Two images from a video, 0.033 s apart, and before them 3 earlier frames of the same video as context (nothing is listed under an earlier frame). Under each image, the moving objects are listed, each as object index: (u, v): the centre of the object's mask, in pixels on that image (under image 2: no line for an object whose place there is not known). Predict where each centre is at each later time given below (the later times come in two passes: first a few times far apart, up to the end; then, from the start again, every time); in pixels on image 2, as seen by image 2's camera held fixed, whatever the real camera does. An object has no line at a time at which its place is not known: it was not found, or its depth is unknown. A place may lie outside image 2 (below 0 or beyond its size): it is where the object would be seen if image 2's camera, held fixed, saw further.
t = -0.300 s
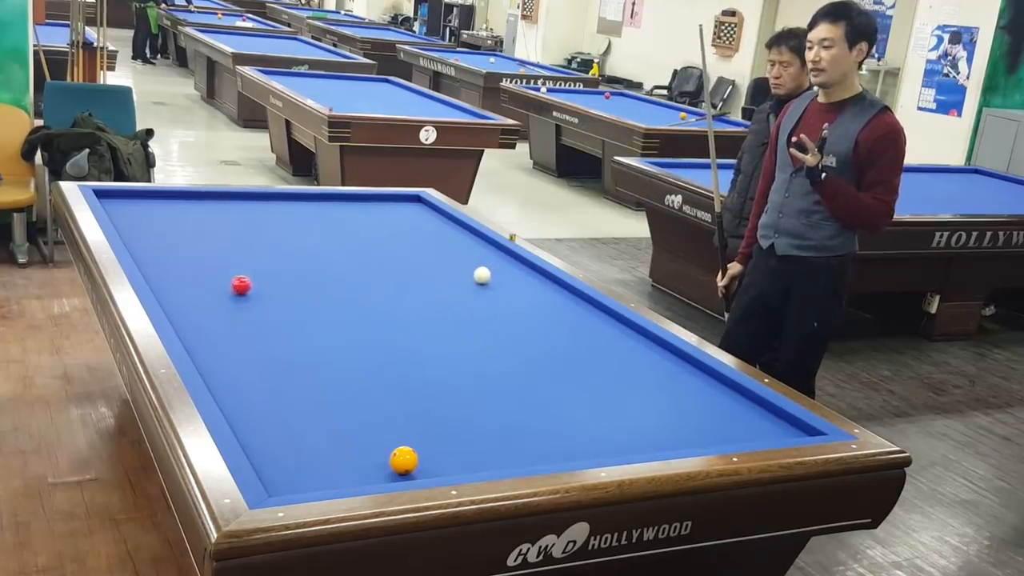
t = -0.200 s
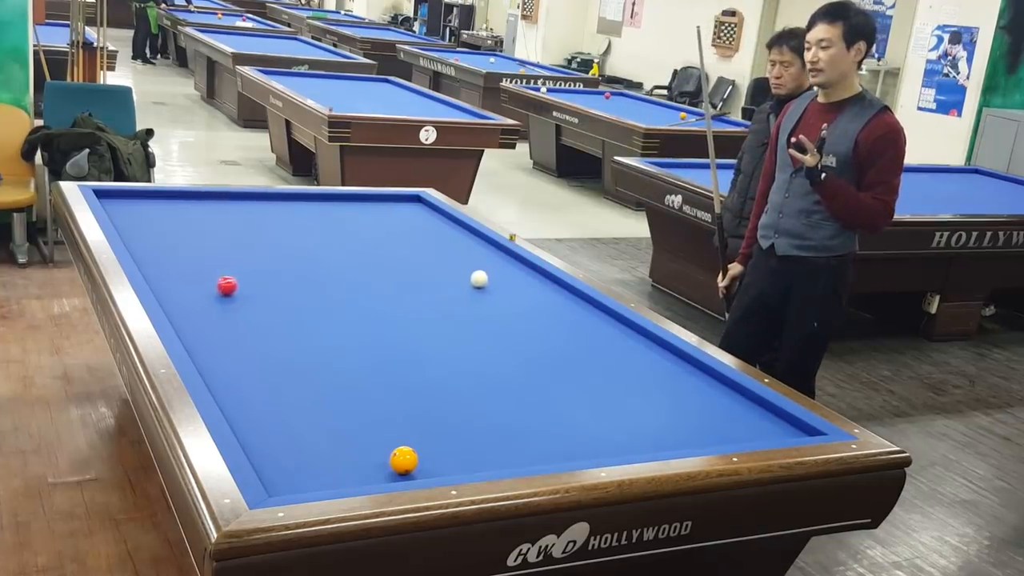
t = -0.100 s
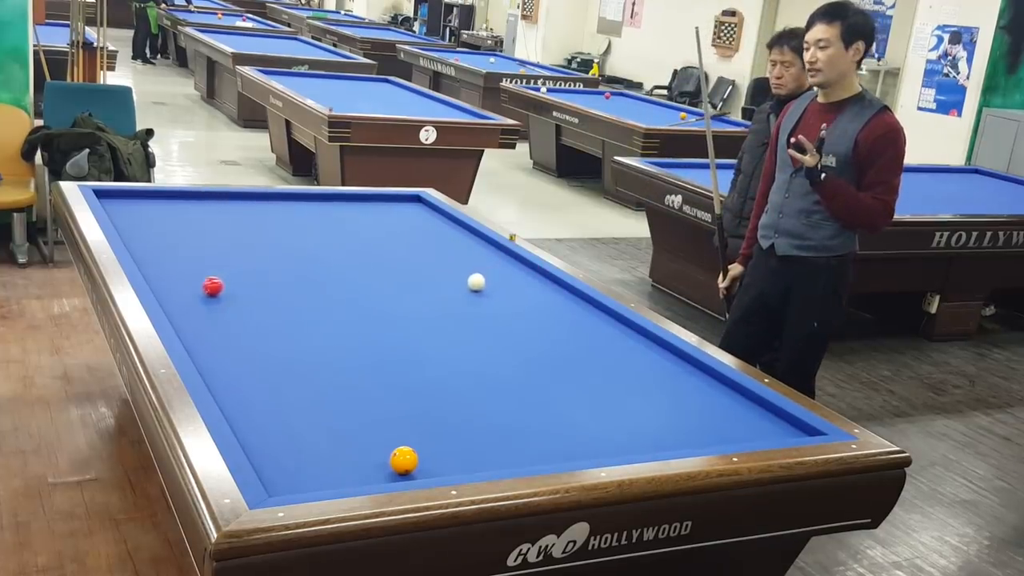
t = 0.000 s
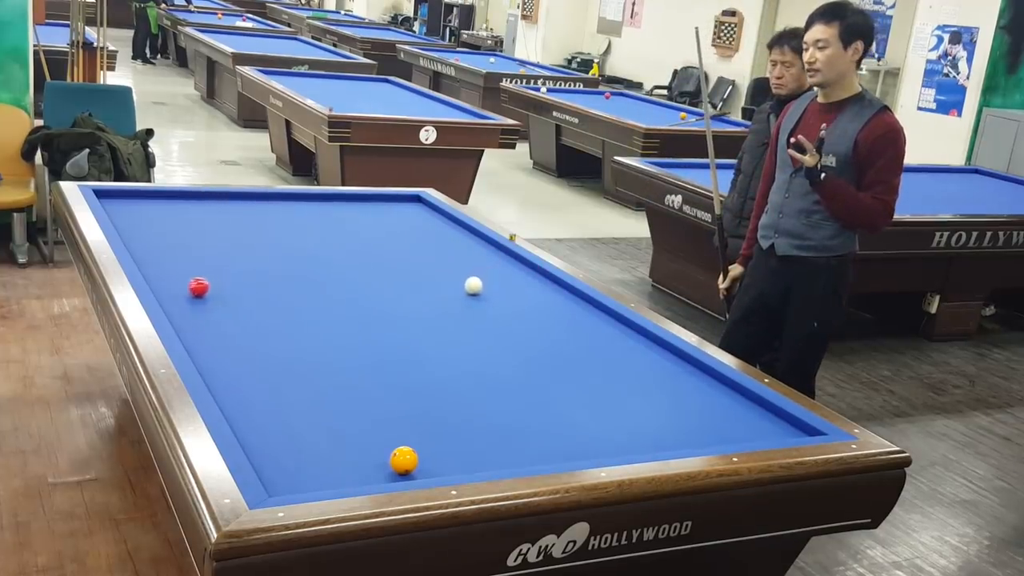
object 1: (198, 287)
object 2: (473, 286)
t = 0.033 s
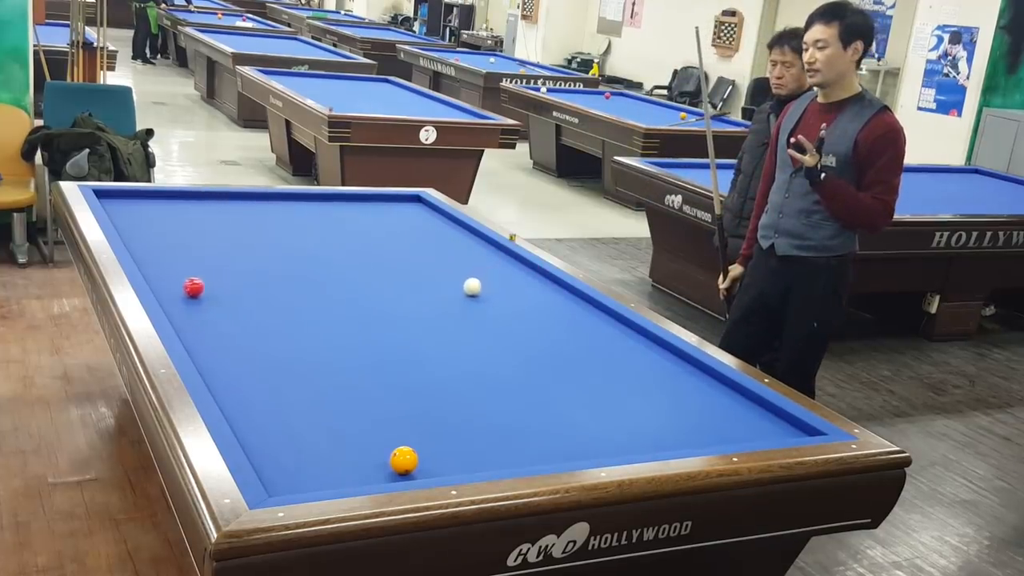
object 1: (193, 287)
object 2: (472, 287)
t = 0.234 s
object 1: (165, 289)
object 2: (466, 294)
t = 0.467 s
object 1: (177, 289)
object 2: (459, 303)
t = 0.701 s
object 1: (197, 289)
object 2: (452, 311)
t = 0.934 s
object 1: (216, 289)
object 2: (444, 320)
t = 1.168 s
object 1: (233, 289)
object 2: (437, 330)
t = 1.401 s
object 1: (250, 289)
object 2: (429, 340)
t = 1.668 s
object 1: (269, 289)
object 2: (420, 351)
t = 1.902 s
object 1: (284, 288)
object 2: (412, 361)
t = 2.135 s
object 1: (298, 288)
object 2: (403, 372)
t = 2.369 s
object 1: (311, 288)
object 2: (395, 383)
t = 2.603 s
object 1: (323, 288)
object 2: (387, 394)
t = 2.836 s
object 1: (334, 287)
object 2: (378, 406)
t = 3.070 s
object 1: (345, 287)
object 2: (370, 417)
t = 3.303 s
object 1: (355, 287)
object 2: (361, 430)
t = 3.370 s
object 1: (358, 287)
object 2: (358, 433)
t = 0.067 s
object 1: (189, 287)
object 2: (471, 288)
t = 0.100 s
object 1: (184, 288)
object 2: (470, 289)
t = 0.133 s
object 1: (179, 288)
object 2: (469, 290)
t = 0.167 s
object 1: (175, 288)
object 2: (468, 292)
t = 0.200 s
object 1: (170, 288)
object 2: (467, 293)
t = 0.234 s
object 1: (165, 289)
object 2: (466, 294)
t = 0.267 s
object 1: (161, 289)
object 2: (465, 295)
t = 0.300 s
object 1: (161, 289)
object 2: (464, 296)
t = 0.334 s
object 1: (164, 289)
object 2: (463, 298)
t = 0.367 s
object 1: (167, 289)
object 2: (462, 299)
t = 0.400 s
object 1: (170, 289)
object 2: (461, 300)
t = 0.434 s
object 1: (174, 289)
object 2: (460, 301)
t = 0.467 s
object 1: (177, 289)
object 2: (459, 303)
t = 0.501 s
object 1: (180, 289)
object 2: (458, 304)
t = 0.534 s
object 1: (182, 289)
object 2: (457, 305)
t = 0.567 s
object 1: (185, 289)
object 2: (456, 306)
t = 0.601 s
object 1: (188, 289)
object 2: (455, 308)
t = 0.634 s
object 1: (191, 289)
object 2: (454, 309)
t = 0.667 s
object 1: (194, 289)
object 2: (453, 310)
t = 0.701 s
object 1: (197, 289)
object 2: (452, 311)
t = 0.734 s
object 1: (200, 289)
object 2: (451, 313)
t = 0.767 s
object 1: (202, 289)
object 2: (450, 314)
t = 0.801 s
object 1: (205, 289)
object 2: (449, 315)
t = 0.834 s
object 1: (208, 289)
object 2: (447, 317)
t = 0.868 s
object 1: (210, 289)
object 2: (446, 318)
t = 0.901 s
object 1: (213, 289)
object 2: (445, 319)
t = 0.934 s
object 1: (216, 289)
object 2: (444, 320)
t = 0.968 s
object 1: (218, 289)
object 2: (443, 322)
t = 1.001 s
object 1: (221, 289)
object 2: (442, 323)
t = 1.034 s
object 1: (224, 289)
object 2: (441, 324)
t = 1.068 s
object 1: (226, 289)
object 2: (440, 326)
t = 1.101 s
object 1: (229, 289)
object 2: (439, 327)
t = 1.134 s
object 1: (231, 289)
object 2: (438, 328)
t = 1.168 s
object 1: (233, 289)
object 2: (437, 330)
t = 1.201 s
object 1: (236, 289)
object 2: (435, 331)
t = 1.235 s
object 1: (239, 289)
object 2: (434, 332)
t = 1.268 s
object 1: (241, 289)
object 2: (433, 334)
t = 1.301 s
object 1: (243, 289)
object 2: (432, 335)
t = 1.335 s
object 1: (246, 289)
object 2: (431, 337)
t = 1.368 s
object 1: (248, 289)
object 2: (430, 338)
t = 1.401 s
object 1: (250, 289)
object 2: (429, 340)
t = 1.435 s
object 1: (253, 289)
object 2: (427, 341)
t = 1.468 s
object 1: (255, 289)
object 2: (426, 342)
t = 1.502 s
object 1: (257, 289)
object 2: (425, 344)
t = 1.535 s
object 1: (260, 289)
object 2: (424, 345)
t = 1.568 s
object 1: (262, 289)
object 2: (423, 347)
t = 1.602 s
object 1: (264, 289)
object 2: (422, 348)
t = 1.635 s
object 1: (266, 289)
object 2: (421, 350)
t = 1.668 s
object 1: (269, 289)
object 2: (420, 351)
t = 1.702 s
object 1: (271, 289)
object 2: (419, 353)
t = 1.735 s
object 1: (273, 289)
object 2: (418, 354)
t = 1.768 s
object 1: (275, 289)
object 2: (416, 355)
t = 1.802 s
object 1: (277, 288)
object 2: (415, 357)
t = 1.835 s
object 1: (279, 288)
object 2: (414, 358)
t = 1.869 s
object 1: (282, 288)
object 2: (413, 360)
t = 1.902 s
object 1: (284, 288)
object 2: (412, 361)
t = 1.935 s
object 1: (286, 288)
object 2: (410, 363)
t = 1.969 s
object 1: (288, 289)
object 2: (409, 364)
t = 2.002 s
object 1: (290, 288)
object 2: (408, 366)
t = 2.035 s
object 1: (292, 288)
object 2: (407, 367)
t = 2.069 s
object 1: (294, 288)
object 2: (406, 369)
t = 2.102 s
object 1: (296, 288)
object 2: (405, 370)
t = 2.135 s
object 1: (298, 288)
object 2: (403, 372)
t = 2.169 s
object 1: (300, 288)
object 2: (402, 373)
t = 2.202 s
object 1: (301, 288)
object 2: (401, 375)
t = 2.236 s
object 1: (304, 288)
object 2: (400, 377)
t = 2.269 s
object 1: (305, 288)
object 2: (399, 378)
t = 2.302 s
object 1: (307, 288)
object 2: (397, 379)
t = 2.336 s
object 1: (309, 288)
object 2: (396, 381)
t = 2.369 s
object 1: (311, 288)
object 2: (395, 383)
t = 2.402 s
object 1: (313, 288)
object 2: (394, 384)
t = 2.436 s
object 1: (314, 288)
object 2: (393, 386)
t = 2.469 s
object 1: (316, 288)
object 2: (392, 388)
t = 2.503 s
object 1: (318, 288)
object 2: (390, 389)
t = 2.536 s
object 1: (320, 288)
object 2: (389, 391)
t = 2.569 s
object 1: (322, 288)
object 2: (388, 392)
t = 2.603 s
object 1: (323, 288)
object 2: (387, 394)
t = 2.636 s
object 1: (325, 288)
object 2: (386, 396)
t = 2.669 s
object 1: (327, 288)
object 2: (384, 397)
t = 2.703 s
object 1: (328, 288)
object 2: (383, 399)
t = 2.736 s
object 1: (330, 288)
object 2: (382, 401)
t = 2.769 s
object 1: (331, 288)
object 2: (381, 402)
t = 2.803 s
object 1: (333, 288)
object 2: (379, 404)
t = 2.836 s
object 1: (334, 287)
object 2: (378, 406)
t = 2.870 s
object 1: (336, 287)
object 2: (377, 407)
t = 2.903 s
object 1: (337, 287)
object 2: (376, 409)
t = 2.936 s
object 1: (339, 287)
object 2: (375, 411)
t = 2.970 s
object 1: (341, 287)
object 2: (373, 412)
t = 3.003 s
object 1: (342, 287)
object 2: (372, 414)
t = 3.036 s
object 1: (343, 287)
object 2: (371, 416)
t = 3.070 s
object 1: (345, 287)
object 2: (370, 417)
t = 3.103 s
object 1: (346, 287)
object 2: (368, 419)
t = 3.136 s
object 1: (348, 288)
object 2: (367, 421)
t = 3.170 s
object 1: (349, 288)
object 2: (366, 423)
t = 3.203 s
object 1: (351, 287)
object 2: (365, 425)
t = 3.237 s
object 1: (352, 287)
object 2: (364, 426)
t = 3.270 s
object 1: (354, 288)
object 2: (362, 428)
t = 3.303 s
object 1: (355, 287)
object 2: (361, 430)
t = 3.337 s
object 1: (356, 287)
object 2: (359, 432)
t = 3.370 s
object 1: (358, 287)
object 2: (358, 433)
